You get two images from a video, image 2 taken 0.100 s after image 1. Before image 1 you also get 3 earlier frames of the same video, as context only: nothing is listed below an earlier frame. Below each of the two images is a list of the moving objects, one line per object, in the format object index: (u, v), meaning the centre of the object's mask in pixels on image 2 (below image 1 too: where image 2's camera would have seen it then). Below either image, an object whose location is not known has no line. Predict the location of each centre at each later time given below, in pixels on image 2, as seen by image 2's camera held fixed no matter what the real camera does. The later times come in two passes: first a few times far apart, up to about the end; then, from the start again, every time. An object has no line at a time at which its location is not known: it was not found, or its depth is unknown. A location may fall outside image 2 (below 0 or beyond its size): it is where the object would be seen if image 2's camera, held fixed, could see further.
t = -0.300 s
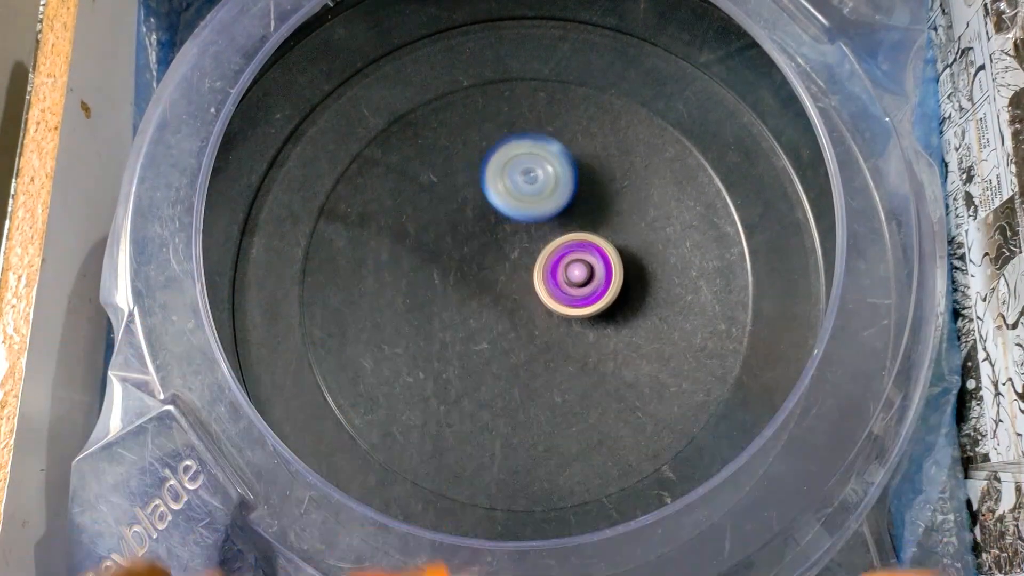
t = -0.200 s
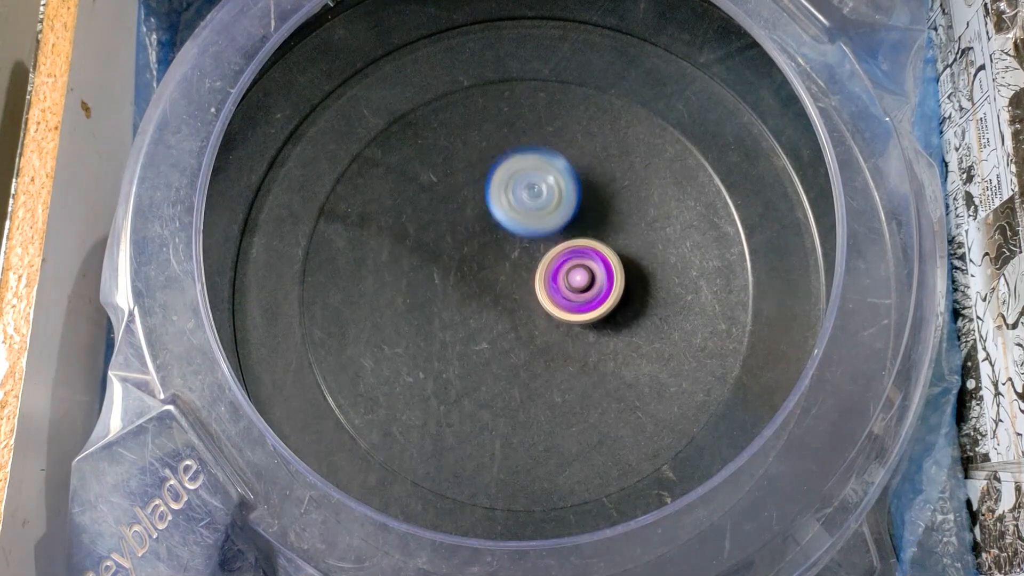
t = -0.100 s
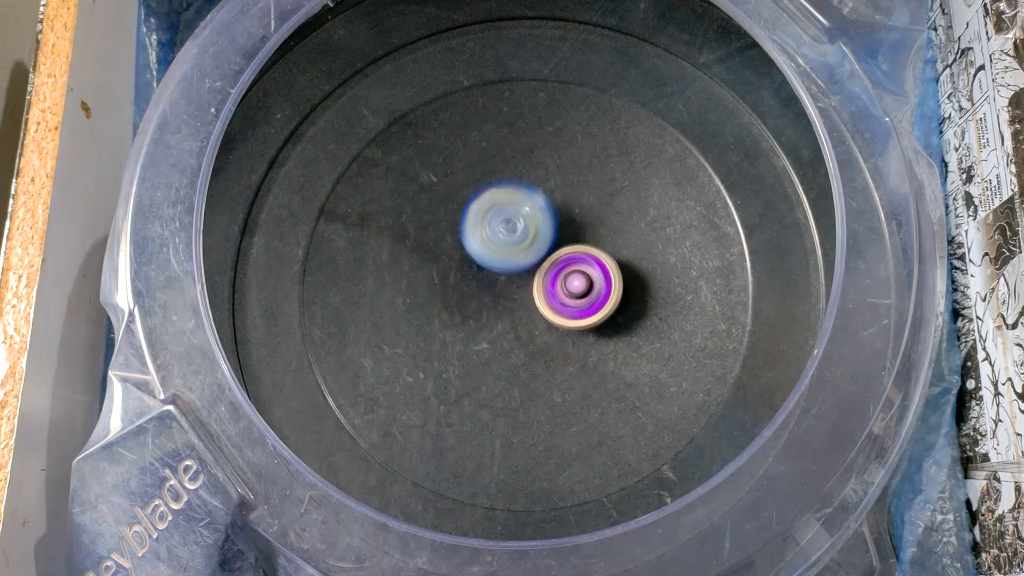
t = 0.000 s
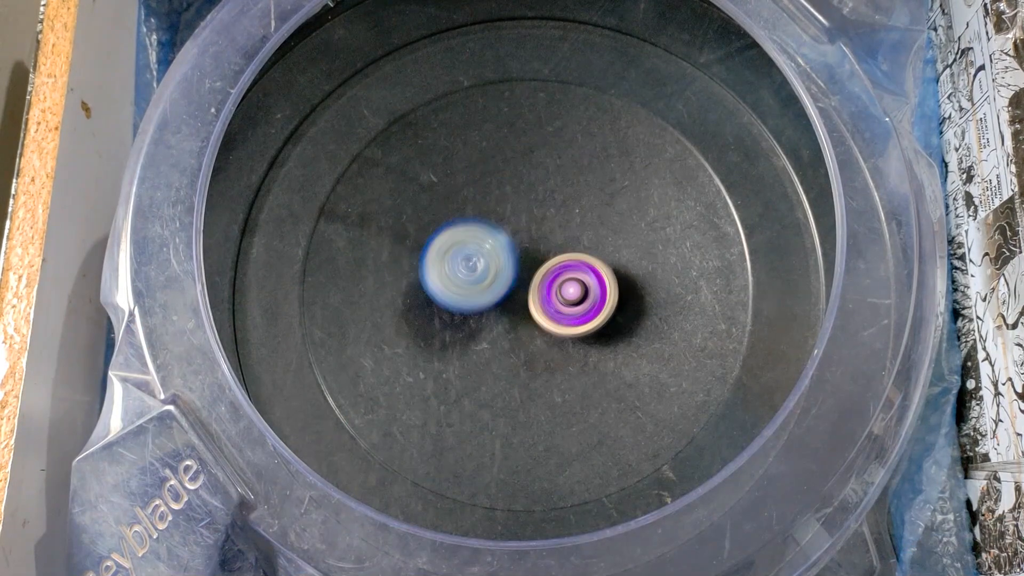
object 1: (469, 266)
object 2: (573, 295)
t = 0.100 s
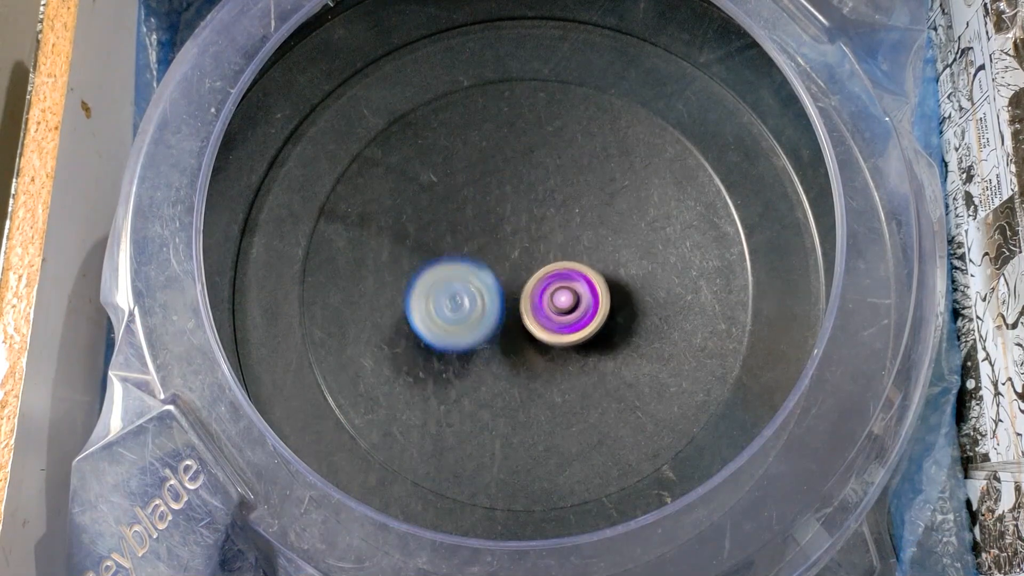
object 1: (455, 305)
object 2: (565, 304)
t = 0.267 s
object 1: (449, 306)
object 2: (565, 323)
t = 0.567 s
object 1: (426, 341)
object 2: (519, 340)
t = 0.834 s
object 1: (413, 275)
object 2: (492, 339)
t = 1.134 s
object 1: (379, 245)
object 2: (460, 313)
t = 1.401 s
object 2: (484, 298)
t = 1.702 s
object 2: (566, 251)
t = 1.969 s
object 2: (549, 195)
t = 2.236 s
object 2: (515, 207)
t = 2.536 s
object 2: (512, 274)
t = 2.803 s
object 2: (540, 321)
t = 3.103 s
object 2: (569, 334)
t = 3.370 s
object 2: (498, 326)
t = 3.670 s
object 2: (481, 328)
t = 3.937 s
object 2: (483, 281)
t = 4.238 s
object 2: (489, 282)
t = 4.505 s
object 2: (536, 239)
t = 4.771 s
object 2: (531, 238)
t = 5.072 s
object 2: (550, 276)
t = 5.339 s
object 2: (555, 308)
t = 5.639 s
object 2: (451, 274)
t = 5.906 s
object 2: (429, 308)
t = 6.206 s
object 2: (458, 318)
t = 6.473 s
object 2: (521, 294)
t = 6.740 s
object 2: (564, 260)
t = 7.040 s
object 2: (595, 266)
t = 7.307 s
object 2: (583, 277)
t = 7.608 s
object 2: (524, 315)
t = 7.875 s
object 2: (475, 314)
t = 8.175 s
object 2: (456, 268)
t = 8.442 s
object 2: (498, 242)
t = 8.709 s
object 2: (552, 246)
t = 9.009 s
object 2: (587, 298)
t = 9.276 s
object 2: (567, 339)
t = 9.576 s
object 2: (447, 374)
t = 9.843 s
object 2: (435, 302)
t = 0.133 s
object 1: (464, 314)
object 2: (562, 307)
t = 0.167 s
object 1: (474, 317)
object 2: (562, 310)
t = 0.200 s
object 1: (475, 317)
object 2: (562, 314)
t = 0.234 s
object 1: (468, 314)
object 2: (562, 319)
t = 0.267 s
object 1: (449, 306)
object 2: (565, 323)
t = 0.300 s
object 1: (436, 302)
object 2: (563, 328)
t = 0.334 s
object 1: (425, 300)
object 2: (558, 330)
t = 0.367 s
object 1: (415, 303)
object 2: (552, 332)
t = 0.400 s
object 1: (407, 308)
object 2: (547, 334)
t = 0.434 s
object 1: (401, 317)
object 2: (541, 336)
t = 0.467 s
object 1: (400, 327)
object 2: (535, 337)
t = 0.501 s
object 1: (405, 336)
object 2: (529, 338)
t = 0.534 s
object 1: (416, 341)
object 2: (524, 339)
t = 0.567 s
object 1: (426, 341)
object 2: (519, 340)
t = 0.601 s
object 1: (424, 335)
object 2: (520, 341)
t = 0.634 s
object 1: (422, 328)
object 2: (519, 342)
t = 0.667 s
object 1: (422, 320)
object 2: (516, 342)
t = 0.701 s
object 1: (423, 313)
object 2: (511, 342)
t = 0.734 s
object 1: (423, 304)
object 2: (507, 342)
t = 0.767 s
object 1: (420, 294)
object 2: (502, 342)
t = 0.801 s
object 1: (416, 284)
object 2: (497, 340)
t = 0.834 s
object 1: (413, 275)
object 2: (492, 339)
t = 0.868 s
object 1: (409, 267)
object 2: (488, 337)
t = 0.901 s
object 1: (404, 261)
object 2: (484, 334)
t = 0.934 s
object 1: (398, 255)
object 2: (480, 333)
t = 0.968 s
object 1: (394, 250)
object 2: (476, 330)
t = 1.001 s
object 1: (389, 247)
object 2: (472, 327)
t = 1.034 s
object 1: (384, 244)
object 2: (469, 324)
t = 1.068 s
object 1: (381, 243)
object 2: (466, 320)
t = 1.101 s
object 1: (379, 243)
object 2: (463, 316)
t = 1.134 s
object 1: (379, 245)
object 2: (460, 313)
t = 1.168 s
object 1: (381, 250)
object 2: (458, 309)
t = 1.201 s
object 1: (378, 249)
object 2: (461, 310)
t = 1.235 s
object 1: (374, 244)
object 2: (465, 309)
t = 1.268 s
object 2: (467, 306)
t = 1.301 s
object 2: (468, 302)
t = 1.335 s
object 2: (469, 297)
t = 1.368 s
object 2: (470, 293)
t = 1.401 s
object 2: (484, 298)
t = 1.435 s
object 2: (506, 307)
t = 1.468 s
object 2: (523, 310)
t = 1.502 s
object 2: (537, 309)
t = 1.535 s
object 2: (547, 304)
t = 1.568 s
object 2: (553, 295)
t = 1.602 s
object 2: (559, 285)
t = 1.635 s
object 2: (562, 273)
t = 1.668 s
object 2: (564, 263)
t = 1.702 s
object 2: (566, 251)
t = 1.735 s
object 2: (566, 241)
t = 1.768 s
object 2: (565, 232)
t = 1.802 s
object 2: (564, 223)
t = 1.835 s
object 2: (562, 216)
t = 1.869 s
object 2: (560, 209)
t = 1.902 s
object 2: (557, 204)
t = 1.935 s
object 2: (553, 199)
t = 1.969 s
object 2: (549, 195)
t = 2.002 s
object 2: (545, 192)
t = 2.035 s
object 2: (541, 190)
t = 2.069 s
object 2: (536, 190)
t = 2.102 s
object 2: (532, 192)
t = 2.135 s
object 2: (527, 194)
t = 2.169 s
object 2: (523, 197)
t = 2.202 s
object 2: (519, 201)
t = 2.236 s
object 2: (515, 207)
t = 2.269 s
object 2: (512, 214)
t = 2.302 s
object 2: (509, 220)
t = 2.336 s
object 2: (507, 227)
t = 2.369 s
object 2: (507, 235)
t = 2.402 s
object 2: (507, 242)
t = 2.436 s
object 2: (507, 250)
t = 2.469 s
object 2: (509, 258)
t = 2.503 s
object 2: (510, 266)
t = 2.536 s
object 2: (512, 274)
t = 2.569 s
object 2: (515, 282)
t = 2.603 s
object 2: (518, 289)
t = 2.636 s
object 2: (522, 296)
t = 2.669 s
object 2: (525, 302)
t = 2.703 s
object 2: (528, 307)
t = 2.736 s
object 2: (532, 312)
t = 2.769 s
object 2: (536, 317)
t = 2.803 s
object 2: (540, 321)
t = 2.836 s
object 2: (544, 324)
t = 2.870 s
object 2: (547, 328)
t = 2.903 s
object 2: (551, 330)
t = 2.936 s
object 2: (555, 332)
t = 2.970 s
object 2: (559, 334)
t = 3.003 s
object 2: (562, 335)
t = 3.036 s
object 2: (565, 335)
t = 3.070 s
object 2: (568, 335)
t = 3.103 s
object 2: (569, 334)
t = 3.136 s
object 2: (561, 333)
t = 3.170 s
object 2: (542, 332)
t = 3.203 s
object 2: (526, 329)
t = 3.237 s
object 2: (515, 326)
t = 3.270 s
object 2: (509, 324)
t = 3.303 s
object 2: (505, 323)
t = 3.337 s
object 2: (501, 325)
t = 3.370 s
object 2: (498, 326)
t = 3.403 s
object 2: (495, 327)
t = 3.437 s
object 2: (489, 331)
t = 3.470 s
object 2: (484, 334)
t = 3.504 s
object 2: (481, 335)
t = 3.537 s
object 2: (479, 335)
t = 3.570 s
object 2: (479, 336)
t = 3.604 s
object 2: (481, 335)
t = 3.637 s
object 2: (481, 331)
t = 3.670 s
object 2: (481, 328)
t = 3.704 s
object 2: (480, 323)
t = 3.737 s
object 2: (480, 319)
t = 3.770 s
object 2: (480, 313)
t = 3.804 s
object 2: (480, 306)
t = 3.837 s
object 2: (481, 300)
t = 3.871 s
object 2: (482, 293)
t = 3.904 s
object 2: (483, 286)
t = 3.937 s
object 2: (483, 281)
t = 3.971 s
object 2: (473, 292)
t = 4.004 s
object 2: (464, 302)
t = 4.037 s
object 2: (460, 308)
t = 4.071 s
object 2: (460, 309)
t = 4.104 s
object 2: (465, 304)
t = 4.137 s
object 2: (470, 299)
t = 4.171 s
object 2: (476, 294)
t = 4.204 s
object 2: (482, 288)
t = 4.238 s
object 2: (489, 282)
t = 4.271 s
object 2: (496, 277)
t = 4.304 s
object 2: (502, 271)
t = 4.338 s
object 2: (508, 265)
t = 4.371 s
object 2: (515, 260)
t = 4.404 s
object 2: (521, 254)
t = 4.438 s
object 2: (527, 249)
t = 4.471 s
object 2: (532, 244)
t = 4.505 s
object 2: (536, 239)
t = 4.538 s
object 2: (541, 235)
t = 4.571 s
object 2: (545, 231)
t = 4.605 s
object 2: (549, 228)
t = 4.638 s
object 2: (552, 225)
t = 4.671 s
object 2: (548, 226)
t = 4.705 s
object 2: (540, 230)
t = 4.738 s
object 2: (534, 234)
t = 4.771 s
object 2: (531, 238)
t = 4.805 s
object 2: (531, 242)
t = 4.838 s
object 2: (533, 245)
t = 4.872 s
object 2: (537, 249)
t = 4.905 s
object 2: (540, 253)
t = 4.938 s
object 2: (542, 257)
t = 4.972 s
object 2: (544, 261)
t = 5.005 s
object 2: (546, 266)
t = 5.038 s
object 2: (548, 271)
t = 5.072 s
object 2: (550, 276)
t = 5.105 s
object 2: (552, 281)
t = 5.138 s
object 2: (554, 286)
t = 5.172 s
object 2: (555, 290)
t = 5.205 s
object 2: (556, 295)
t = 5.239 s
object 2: (557, 299)
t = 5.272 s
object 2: (558, 304)
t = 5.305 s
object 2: (559, 308)
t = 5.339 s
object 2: (555, 308)
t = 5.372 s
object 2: (536, 293)
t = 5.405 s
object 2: (516, 277)
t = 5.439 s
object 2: (501, 266)
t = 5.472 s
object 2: (488, 259)
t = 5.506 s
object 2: (479, 256)
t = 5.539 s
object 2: (472, 258)
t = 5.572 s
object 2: (465, 262)
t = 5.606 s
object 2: (458, 268)
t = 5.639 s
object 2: (451, 274)
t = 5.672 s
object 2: (445, 279)
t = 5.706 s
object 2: (441, 285)
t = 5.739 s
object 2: (437, 290)
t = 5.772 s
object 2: (434, 294)
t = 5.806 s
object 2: (432, 299)
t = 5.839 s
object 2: (430, 302)
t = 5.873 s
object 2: (429, 305)
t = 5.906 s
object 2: (429, 308)
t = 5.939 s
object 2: (429, 311)
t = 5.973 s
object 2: (430, 313)
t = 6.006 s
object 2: (432, 315)
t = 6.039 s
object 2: (435, 316)
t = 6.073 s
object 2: (438, 317)
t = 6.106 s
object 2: (443, 318)
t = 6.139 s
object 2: (447, 318)
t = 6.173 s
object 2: (452, 318)
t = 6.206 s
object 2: (458, 318)
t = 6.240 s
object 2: (465, 317)
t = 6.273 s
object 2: (472, 316)
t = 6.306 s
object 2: (478, 314)
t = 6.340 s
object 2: (485, 312)
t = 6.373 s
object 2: (493, 310)
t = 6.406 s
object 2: (501, 307)
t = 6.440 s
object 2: (510, 301)
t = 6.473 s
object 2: (521, 294)
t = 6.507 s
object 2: (532, 288)
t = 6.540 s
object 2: (540, 282)
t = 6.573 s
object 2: (546, 278)
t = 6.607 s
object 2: (550, 274)
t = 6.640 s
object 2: (554, 270)
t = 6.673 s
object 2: (558, 267)
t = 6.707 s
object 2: (561, 263)
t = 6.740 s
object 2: (564, 260)
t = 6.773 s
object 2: (567, 258)
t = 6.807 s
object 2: (570, 256)
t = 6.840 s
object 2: (571, 253)
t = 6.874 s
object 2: (573, 251)
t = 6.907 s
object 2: (579, 254)
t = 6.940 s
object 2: (588, 261)
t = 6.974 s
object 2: (593, 265)
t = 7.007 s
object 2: (594, 265)
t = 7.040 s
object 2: (595, 266)
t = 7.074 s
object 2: (597, 266)
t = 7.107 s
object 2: (597, 267)
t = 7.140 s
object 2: (596, 268)
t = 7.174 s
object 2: (594, 269)
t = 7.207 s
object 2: (592, 271)
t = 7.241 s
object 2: (589, 272)
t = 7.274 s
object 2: (586, 274)
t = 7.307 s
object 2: (583, 277)
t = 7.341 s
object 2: (579, 287)
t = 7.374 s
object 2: (572, 297)
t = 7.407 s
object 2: (565, 304)
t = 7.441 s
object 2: (559, 307)
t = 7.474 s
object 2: (552, 309)
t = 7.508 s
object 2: (545, 312)
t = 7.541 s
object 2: (539, 313)
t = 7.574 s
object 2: (531, 314)
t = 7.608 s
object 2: (524, 315)
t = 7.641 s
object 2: (516, 315)
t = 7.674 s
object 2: (510, 315)
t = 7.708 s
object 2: (500, 320)
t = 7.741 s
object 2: (492, 324)
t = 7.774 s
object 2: (488, 324)
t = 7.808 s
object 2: (483, 321)
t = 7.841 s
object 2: (478, 318)
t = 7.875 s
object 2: (475, 314)
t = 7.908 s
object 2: (471, 310)
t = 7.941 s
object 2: (468, 306)
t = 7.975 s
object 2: (465, 301)
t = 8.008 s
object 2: (463, 295)
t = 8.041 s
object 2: (462, 291)
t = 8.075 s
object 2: (461, 284)
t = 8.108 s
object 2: (455, 278)
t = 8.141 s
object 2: (453, 273)
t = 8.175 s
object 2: (456, 268)
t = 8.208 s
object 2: (459, 263)
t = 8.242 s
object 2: (463, 259)
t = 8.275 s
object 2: (468, 255)
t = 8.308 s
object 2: (473, 251)
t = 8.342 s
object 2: (479, 248)
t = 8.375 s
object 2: (485, 245)
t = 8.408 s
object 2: (491, 243)
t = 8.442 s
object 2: (498, 242)
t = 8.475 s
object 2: (505, 240)
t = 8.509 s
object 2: (512, 239)
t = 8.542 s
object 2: (519, 238)
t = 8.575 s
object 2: (525, 235)
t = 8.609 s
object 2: (532, 236)
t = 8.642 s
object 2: (540, 237)
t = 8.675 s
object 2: (545, 241)
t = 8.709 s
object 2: (552, 246)
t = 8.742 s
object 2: (557, 249)
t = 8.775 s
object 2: (561, 254)
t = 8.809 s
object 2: (566, 260)
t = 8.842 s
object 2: (571, 265)
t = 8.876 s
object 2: (576, 272)
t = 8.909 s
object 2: (578, 277)
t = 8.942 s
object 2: (580, 284)
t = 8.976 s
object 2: (582, 290)
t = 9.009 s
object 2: (587, 298)
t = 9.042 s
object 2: (590, 307)
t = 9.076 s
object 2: (589, 313)
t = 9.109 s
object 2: (587, 318)
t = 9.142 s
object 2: (585, 324)
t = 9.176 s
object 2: (582, 328)
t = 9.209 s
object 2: (578, 333)
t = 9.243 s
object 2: (573, 336)
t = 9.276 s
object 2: (567, 339)
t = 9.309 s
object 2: (561, 341)
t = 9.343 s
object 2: (554, 344)
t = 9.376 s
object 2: (542, 351)
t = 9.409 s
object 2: (501, 377)
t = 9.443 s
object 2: (483, 384)
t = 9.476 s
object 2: (471, 386)
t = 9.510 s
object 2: (461, 384)
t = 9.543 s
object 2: (454, 379)
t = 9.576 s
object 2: (447, 374)
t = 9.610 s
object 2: (442, 367)
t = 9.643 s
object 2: (437, 359)
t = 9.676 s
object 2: (433, 351)
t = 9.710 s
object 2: (431, 342)
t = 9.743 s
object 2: (430, 333)
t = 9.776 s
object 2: (430, 323)
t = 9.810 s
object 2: (431, 313)
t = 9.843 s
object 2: (435, 302)
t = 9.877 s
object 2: (440, 290)
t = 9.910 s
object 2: (442, 274)
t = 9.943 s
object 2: (445, 259)
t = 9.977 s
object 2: (448, 243)
